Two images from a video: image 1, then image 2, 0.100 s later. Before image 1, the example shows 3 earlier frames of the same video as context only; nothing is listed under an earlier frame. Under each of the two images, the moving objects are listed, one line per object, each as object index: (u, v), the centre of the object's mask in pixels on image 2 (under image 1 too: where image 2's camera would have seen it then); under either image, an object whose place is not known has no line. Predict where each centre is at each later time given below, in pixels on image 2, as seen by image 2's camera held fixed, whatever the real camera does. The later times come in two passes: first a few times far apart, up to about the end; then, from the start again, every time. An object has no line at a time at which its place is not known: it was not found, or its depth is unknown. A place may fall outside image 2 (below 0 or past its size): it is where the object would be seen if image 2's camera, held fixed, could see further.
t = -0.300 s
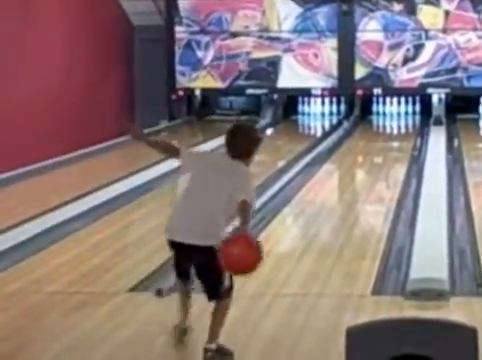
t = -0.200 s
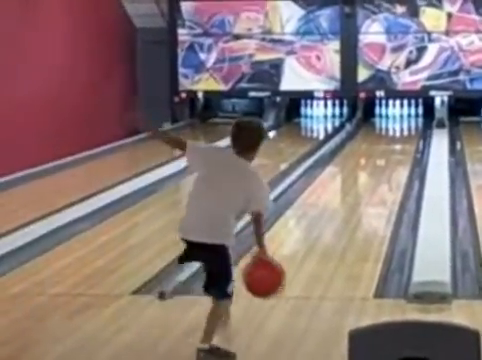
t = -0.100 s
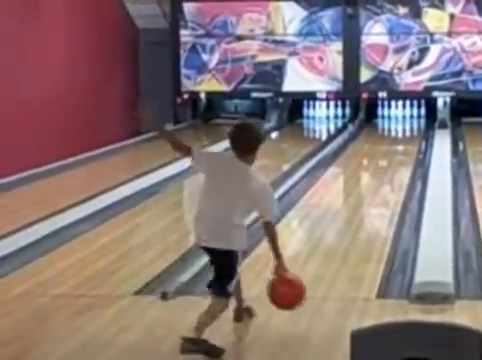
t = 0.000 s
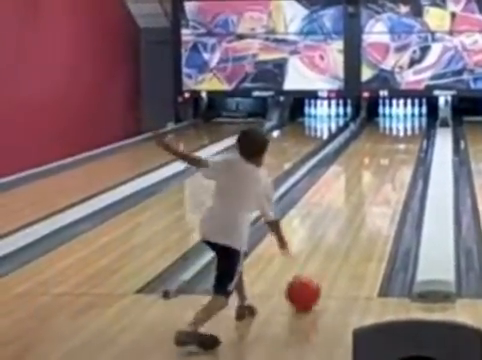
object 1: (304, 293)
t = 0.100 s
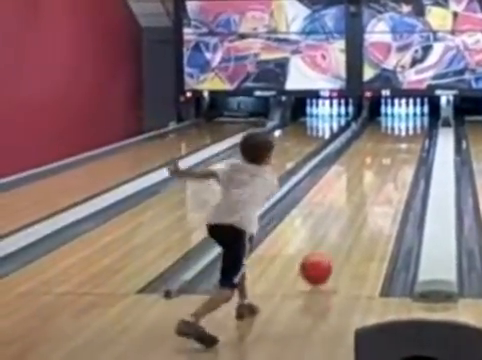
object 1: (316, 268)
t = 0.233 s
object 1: (327, 253)
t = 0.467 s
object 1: (345, 224)
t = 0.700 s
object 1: (357, 201)
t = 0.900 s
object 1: (364, 188)
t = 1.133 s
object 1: (373, 173)
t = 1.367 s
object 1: (378, 162)
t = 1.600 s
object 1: (383, 152)
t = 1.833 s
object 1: (388, 143)
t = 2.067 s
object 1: (391, 137)
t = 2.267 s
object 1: (394, 133)
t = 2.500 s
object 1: (396, 128)
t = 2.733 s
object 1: (399, 124)
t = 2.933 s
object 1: (401, 120)
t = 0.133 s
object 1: (319, 264)
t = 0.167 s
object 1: (322, 263)
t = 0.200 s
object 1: (325, 258)
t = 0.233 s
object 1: (327, 253)
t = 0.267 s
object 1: (331, 248)
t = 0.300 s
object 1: (334, 244)
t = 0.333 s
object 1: (336, 240)
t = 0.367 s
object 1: (338, 235)
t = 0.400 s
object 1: (340, 232)
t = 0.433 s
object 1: (343, 227)
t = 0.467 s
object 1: (345, 224)
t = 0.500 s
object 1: (347, 220)
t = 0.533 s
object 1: (349, 216)
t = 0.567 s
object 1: (351, 213)
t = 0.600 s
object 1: (352, 210)
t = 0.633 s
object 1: (353, 208)
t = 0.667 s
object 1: (356, 204)
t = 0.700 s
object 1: (357, 201)
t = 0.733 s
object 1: (359, 199)
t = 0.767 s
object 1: (360, 197)
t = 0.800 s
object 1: (361, 194)
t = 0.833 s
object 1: (362, 191)
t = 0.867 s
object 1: (363, 189)
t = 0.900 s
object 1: (364, 188)
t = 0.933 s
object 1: (365, 185)
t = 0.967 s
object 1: (366, 184)
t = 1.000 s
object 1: (368, 182)
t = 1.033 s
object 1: (368, 180)
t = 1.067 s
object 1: (370, 177)
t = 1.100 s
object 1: (372, 175)
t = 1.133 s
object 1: (373, 173)
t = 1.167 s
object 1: (374, 171)
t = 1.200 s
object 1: (374, 170)
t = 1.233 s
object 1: (375, 168)
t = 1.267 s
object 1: (375, 166)
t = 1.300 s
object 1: (377, 164)
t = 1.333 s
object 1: (377, 163)
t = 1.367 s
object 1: (378, 162)
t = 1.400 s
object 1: (379, 160)
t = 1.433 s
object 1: (379, 159)
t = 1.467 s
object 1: (380, 158)
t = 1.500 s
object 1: (381, 156)
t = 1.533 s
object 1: (382, 155)
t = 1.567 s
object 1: (382, 154)
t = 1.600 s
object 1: (383, 152)
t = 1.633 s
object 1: (384, 152)
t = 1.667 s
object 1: (384, 151)
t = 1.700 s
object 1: (385, 150)
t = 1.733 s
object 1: (386, 148)
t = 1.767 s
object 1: (386, 147)
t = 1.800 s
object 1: (388, 145)
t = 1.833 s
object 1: (388, 143)
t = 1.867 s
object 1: (389, 143)
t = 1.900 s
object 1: (390, 142)
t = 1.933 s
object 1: (390, 141)
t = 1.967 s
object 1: (390, 140)
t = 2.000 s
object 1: (390, 140)
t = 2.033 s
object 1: (391, 138)
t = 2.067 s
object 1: (391, 137)
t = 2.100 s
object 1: (392, 136)
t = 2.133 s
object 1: (393, 135)
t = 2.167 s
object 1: (392, 135)
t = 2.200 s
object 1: (392, 134)
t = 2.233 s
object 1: (392, 134)
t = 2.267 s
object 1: (394, 133)
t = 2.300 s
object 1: (394, 132)
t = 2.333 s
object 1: (395, 131)
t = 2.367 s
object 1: (396, 130)
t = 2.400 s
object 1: (397, 130)
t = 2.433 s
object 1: (396, 130)
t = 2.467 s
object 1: (396, 129)
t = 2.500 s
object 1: (396, 128)
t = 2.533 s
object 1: (397, 128)
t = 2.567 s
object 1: (397, 128)
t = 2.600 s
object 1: (397, 127)
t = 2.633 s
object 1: (397, 126)
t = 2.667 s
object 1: (398, 124)
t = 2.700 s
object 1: (398, 124)
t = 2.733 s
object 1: (399, 124)
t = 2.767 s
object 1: (399, 123)
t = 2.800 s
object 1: (399, 123)
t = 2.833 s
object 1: (399, 123)
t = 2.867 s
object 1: (399, 123)
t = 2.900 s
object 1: (399, 122)
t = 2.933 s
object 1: (401, 120)
